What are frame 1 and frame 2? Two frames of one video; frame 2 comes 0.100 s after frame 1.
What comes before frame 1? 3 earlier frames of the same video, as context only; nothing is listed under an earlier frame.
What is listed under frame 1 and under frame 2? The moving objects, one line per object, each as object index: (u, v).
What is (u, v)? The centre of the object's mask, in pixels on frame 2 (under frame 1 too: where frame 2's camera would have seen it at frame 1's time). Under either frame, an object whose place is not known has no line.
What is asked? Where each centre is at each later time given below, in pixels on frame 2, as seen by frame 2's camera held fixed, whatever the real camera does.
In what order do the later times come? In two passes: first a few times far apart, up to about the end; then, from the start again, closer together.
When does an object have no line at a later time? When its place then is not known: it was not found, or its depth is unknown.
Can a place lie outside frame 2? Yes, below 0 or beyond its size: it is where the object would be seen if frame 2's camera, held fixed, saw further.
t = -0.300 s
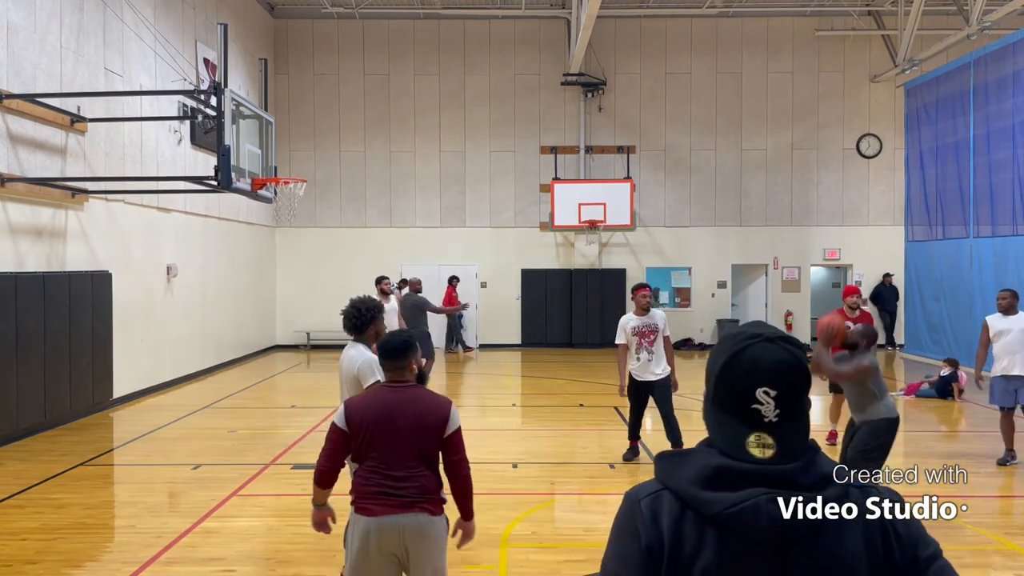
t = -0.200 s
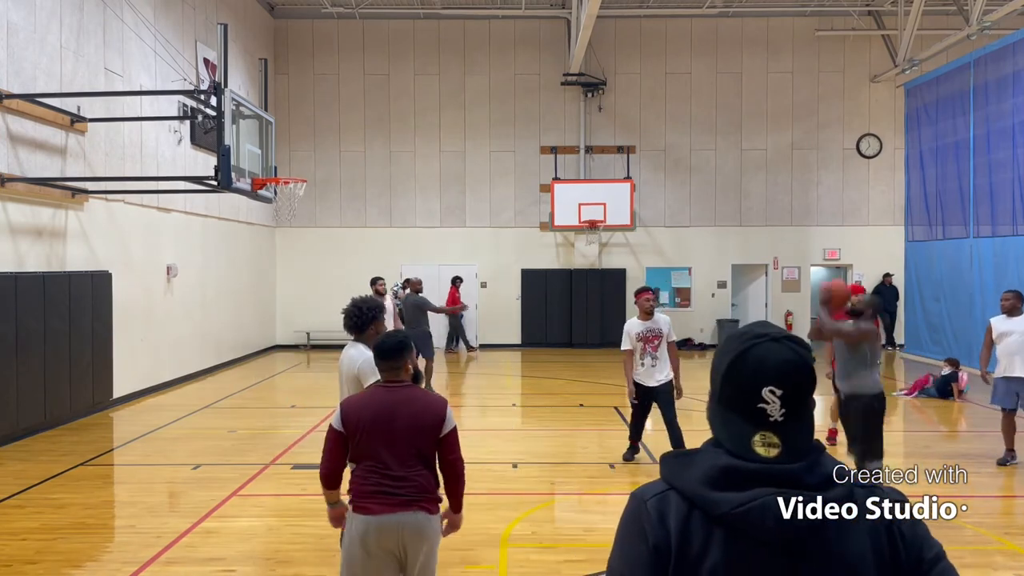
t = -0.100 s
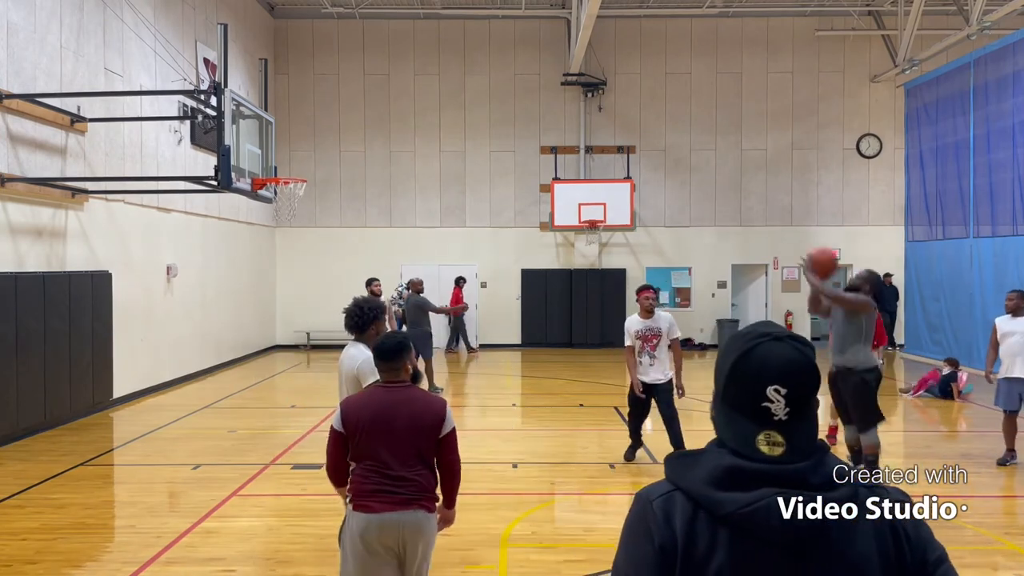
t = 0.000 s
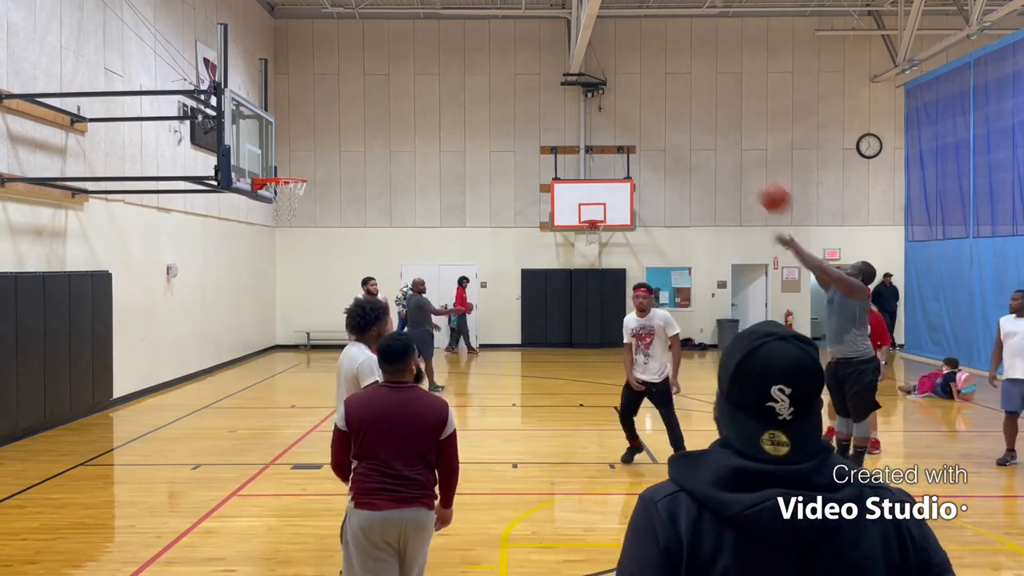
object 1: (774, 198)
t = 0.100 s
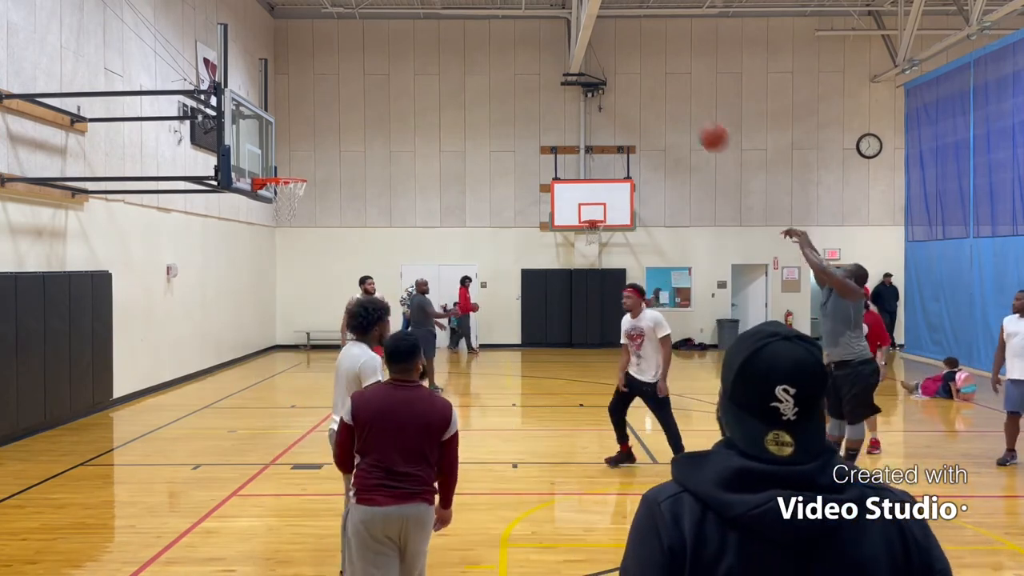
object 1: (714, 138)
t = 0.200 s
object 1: (655, 90)
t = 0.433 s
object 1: (542, 35)
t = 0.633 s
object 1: (459, 35)
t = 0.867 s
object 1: (377, 78)
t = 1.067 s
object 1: (315, 146)
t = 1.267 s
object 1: (271, 208)
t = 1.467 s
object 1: (244, 250)
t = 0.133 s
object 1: (693, 119)
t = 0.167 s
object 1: (674, 104)
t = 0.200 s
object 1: (655, 90)
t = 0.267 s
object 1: (622, 67)
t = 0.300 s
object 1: (604, 57)
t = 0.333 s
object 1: (588, 50)
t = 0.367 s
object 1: (573, 44)
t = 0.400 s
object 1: (557, 38)
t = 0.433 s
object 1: (542, 35)
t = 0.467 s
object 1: (527, 32)
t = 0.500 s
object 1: (514, 30)
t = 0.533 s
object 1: (499, 29)
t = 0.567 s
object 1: (486, 31)
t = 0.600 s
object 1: (472, 32)
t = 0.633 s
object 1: (459, 35)
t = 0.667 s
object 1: (447, 38)
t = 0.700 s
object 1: (434, 42)
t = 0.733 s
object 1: (422, 48)
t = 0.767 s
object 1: (410, 54)
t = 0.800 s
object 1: (398, 62)
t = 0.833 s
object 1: (387, 69)
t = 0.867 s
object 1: (377, 78)
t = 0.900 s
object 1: (366, 88)
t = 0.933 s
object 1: (355, 98)
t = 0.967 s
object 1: (345, 109)
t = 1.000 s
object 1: (335, 120)
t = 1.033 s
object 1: (325, 133)
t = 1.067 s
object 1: (315, 146)
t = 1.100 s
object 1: (306, 160)
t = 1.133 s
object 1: (297, 172)
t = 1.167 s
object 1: (287, 191)
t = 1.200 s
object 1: (282, 198)
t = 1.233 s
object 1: (276, 204)
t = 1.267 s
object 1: (271, 208)
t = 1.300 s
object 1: (266, 212)
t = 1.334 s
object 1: (262, 218)
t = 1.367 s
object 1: (257, 224)
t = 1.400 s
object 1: (253, 232)
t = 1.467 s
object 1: (244, 250)
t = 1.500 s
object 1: (240, 259)
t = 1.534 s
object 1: (235, 270)
